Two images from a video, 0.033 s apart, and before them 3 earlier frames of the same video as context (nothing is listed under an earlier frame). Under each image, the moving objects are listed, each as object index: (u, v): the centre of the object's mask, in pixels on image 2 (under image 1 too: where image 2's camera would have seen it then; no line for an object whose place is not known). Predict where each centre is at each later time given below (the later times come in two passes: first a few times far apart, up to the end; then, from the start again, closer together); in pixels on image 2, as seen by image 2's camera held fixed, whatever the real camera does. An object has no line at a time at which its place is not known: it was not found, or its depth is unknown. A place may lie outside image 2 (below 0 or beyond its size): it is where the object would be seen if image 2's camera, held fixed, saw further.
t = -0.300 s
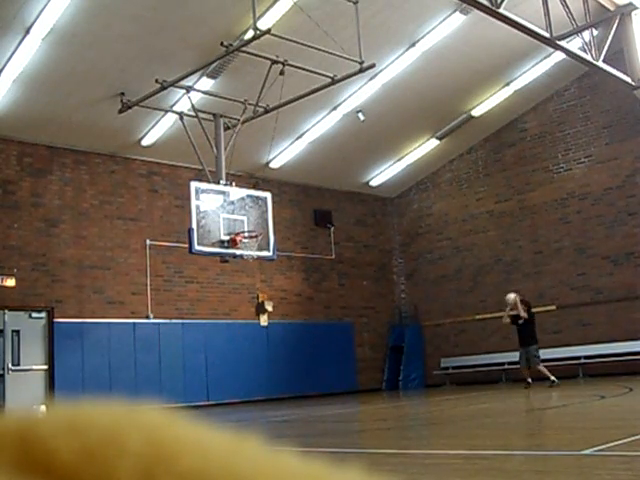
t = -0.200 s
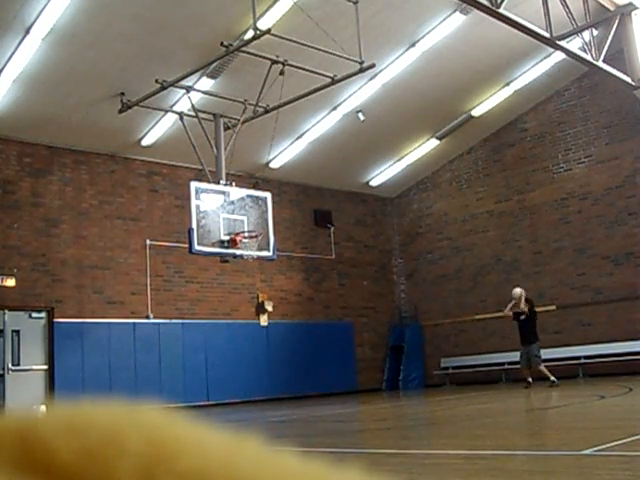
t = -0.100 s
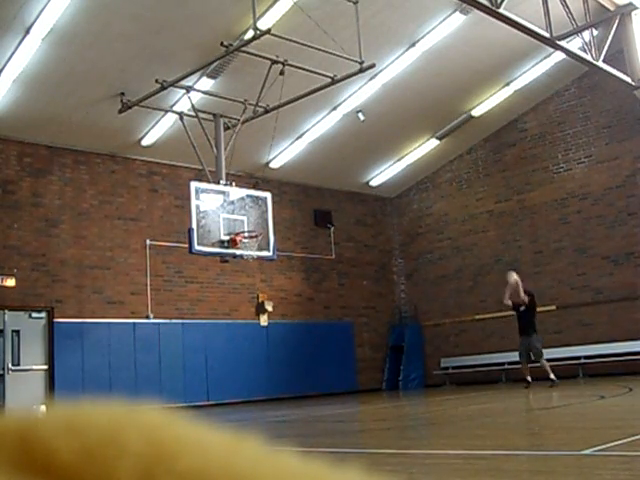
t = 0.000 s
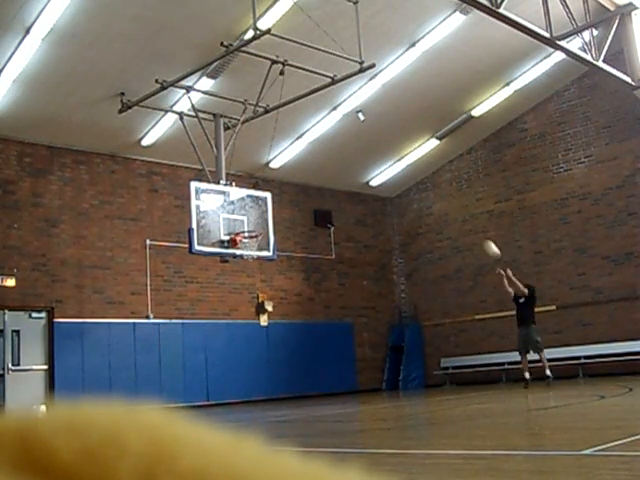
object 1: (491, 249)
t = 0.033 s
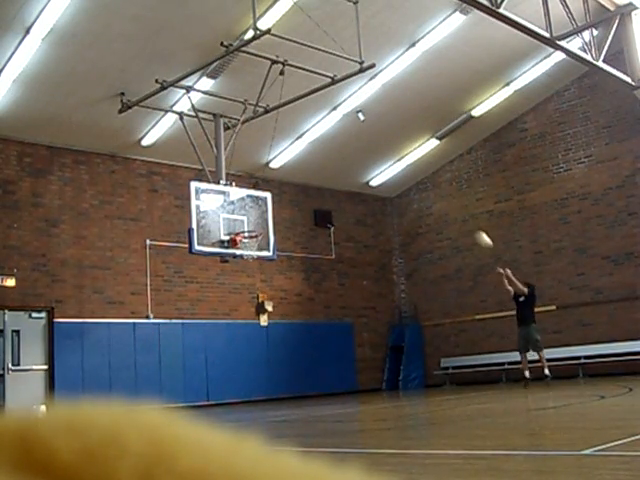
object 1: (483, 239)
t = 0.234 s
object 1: (435, 194)
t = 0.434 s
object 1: (386, 170)
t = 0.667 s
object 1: (335, 165)
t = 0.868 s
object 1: (288, 185)
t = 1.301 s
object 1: (278, 201)
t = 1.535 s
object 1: (318, 200)
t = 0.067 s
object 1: (475, 230)
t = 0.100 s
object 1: (467, 222)
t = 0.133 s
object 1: (459, 214)
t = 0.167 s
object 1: (451, 207)
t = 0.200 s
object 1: (443, 200)
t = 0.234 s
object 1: (435, 194)
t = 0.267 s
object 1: (427, 189)
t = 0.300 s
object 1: (419, 184)
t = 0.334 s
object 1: (412, 179)
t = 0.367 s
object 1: (405, 175)
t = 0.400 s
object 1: (398, 174)
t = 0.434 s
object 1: (386, 170)
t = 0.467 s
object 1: (380, 167)
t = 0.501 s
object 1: (373, 166)
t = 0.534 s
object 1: (366, 164)
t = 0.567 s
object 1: (358, 163)
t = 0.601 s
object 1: (350, 164)
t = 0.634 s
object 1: (342, 164)
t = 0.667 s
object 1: (335, 165)
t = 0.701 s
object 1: (327, 167)
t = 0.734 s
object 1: (319, 169)
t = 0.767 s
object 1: (311, 172)
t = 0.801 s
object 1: (304, 176)
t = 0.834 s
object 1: (295, 181)
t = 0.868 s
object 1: (288, 185)
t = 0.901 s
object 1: (281, 190)
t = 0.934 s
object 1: (275, 195)
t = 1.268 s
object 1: (274, 204)
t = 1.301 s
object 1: (278, 201)
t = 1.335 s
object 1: (282, 199)
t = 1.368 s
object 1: (288, 199)
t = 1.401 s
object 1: (294, 197)
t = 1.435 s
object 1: (300, 197)
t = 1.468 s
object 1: (306, 197)
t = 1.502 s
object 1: (312, 199)
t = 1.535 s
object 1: (318, 200)
